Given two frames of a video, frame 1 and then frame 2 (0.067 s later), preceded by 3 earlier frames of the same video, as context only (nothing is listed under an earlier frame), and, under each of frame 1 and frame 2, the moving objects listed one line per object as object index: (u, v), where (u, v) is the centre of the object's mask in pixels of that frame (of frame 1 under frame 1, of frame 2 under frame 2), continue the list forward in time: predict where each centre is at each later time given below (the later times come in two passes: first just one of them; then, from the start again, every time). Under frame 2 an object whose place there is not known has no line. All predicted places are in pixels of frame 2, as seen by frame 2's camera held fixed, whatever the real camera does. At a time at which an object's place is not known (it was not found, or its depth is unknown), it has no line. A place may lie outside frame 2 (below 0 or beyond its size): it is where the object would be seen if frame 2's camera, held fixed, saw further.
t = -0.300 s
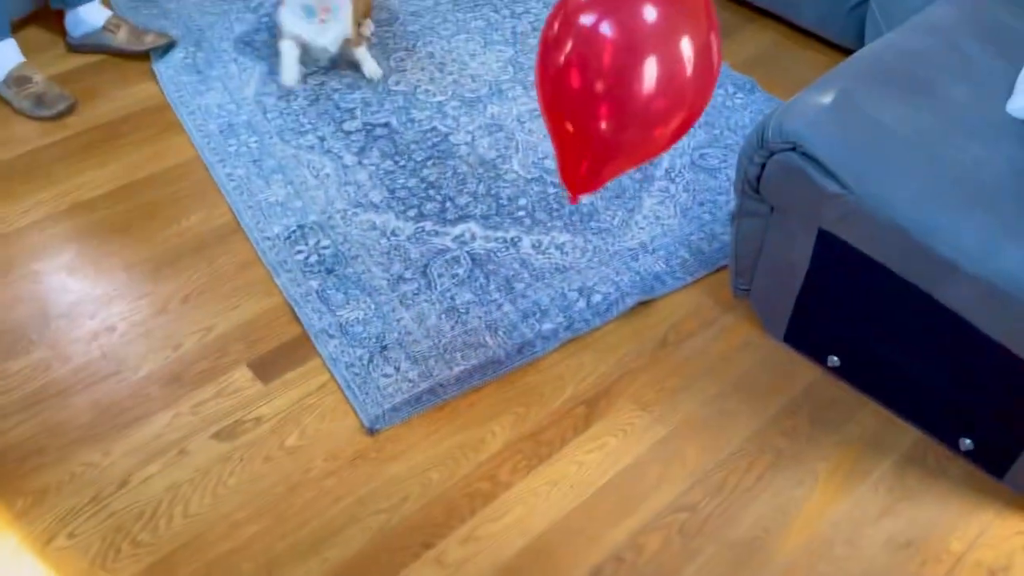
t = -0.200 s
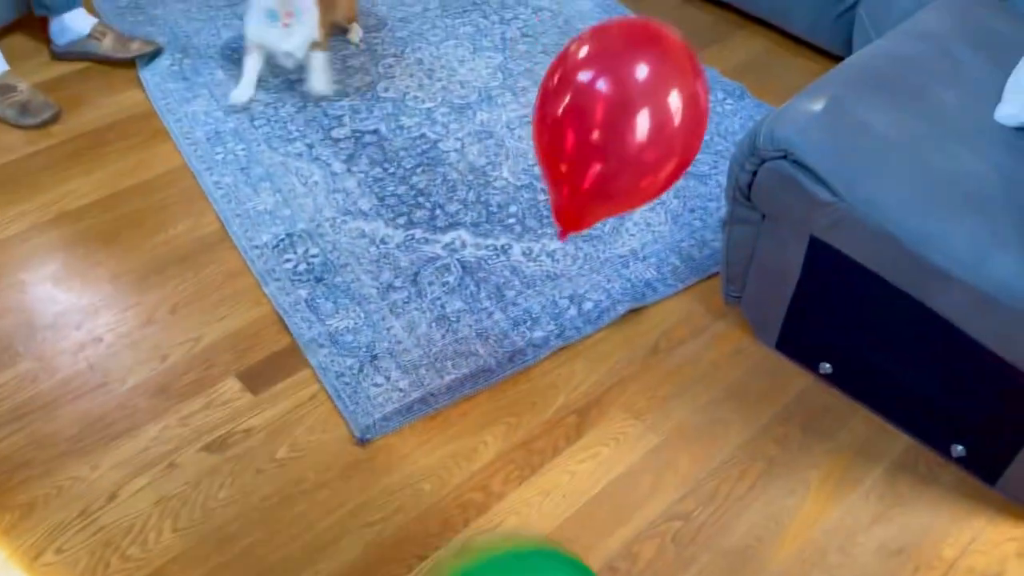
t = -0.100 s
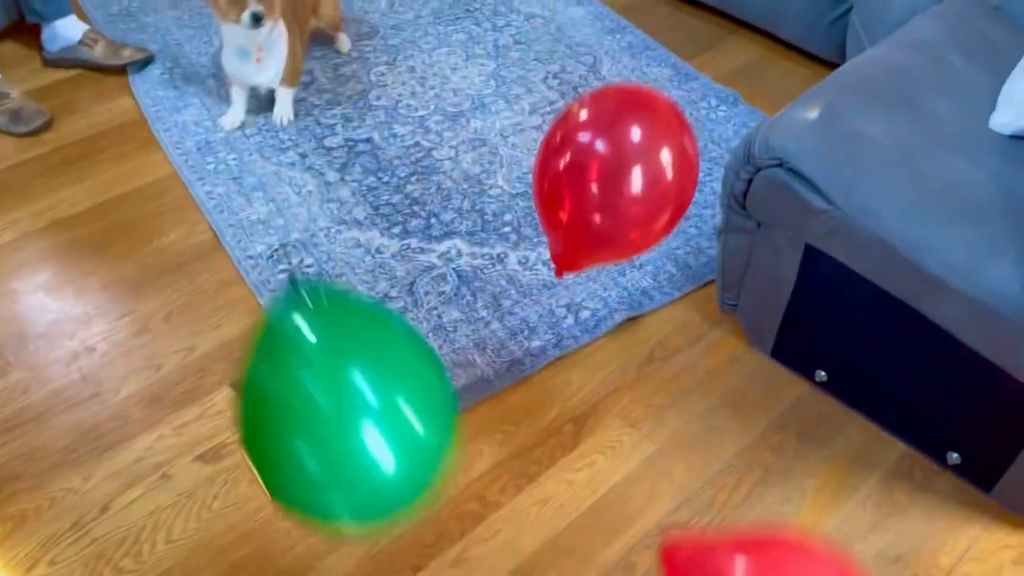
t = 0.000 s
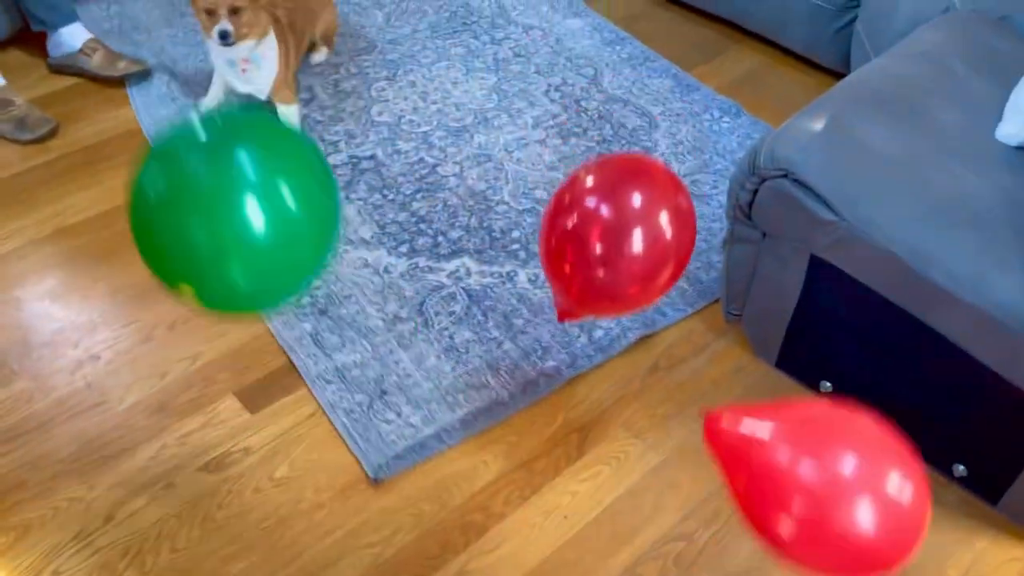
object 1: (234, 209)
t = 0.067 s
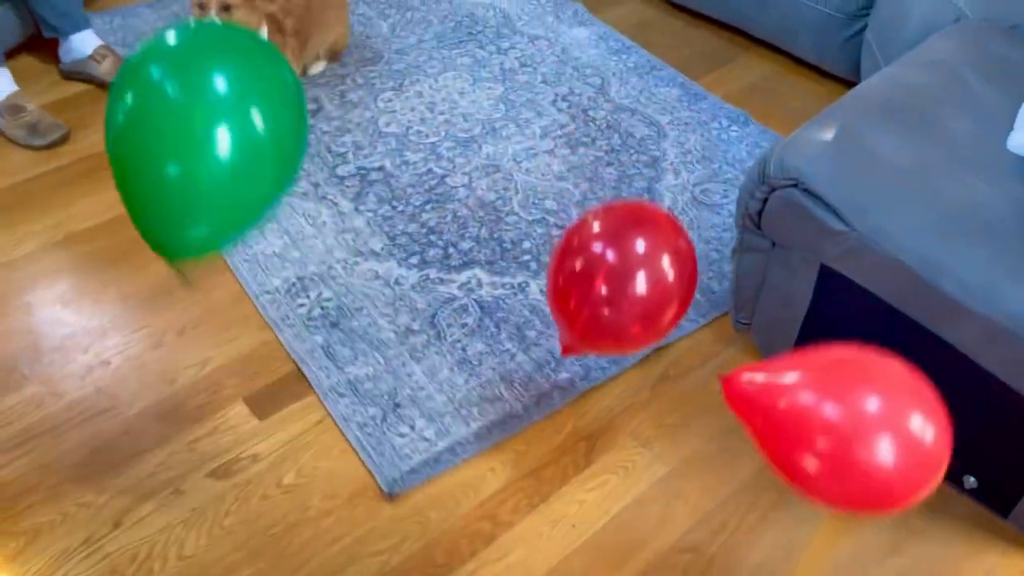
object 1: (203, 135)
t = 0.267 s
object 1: (172, 39)
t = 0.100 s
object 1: (192, 101)
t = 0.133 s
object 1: (184, 77)
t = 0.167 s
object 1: (177, 60)
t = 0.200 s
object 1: (171, 47)
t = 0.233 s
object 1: (172, 42)
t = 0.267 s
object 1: (172, 39)
